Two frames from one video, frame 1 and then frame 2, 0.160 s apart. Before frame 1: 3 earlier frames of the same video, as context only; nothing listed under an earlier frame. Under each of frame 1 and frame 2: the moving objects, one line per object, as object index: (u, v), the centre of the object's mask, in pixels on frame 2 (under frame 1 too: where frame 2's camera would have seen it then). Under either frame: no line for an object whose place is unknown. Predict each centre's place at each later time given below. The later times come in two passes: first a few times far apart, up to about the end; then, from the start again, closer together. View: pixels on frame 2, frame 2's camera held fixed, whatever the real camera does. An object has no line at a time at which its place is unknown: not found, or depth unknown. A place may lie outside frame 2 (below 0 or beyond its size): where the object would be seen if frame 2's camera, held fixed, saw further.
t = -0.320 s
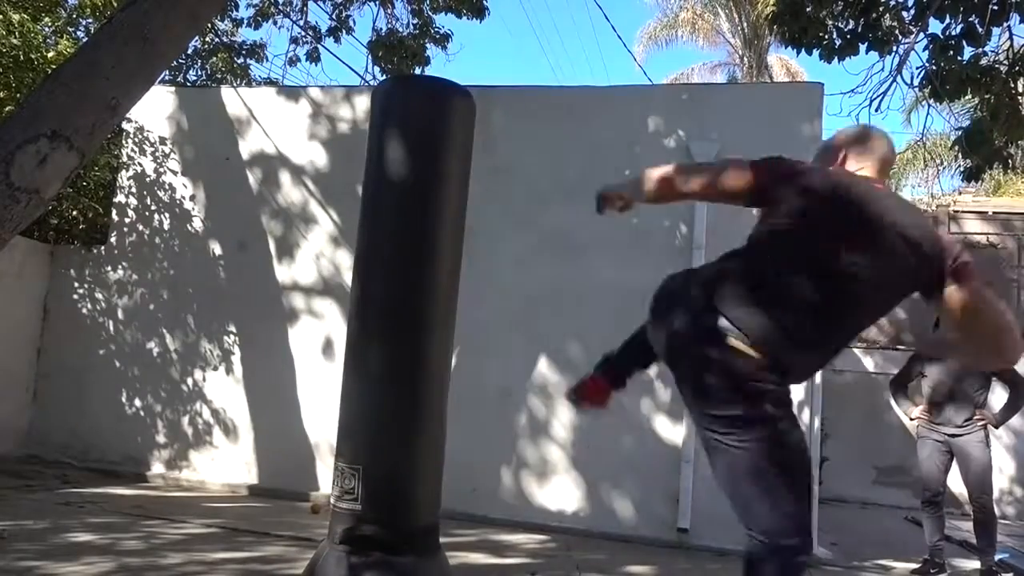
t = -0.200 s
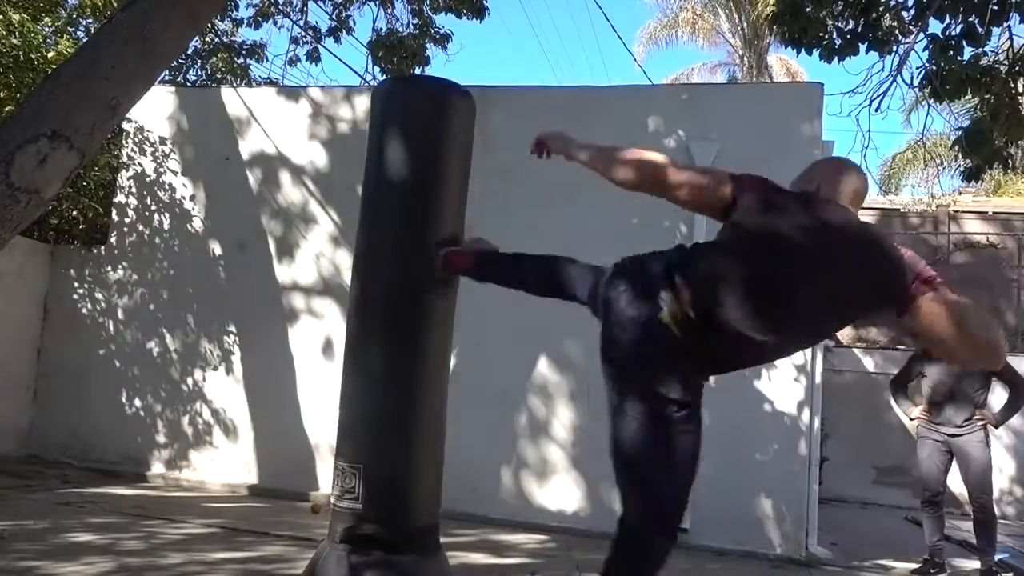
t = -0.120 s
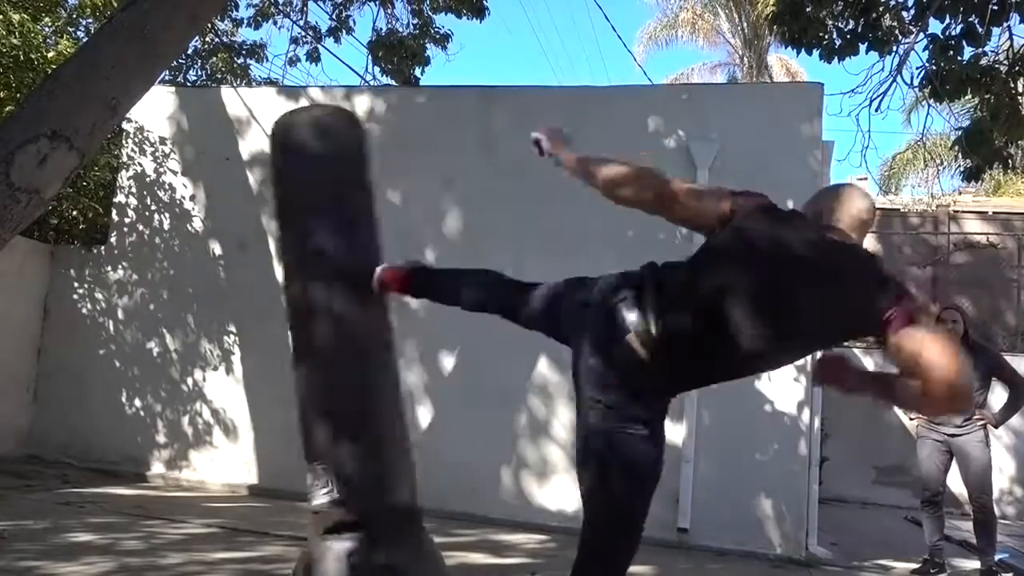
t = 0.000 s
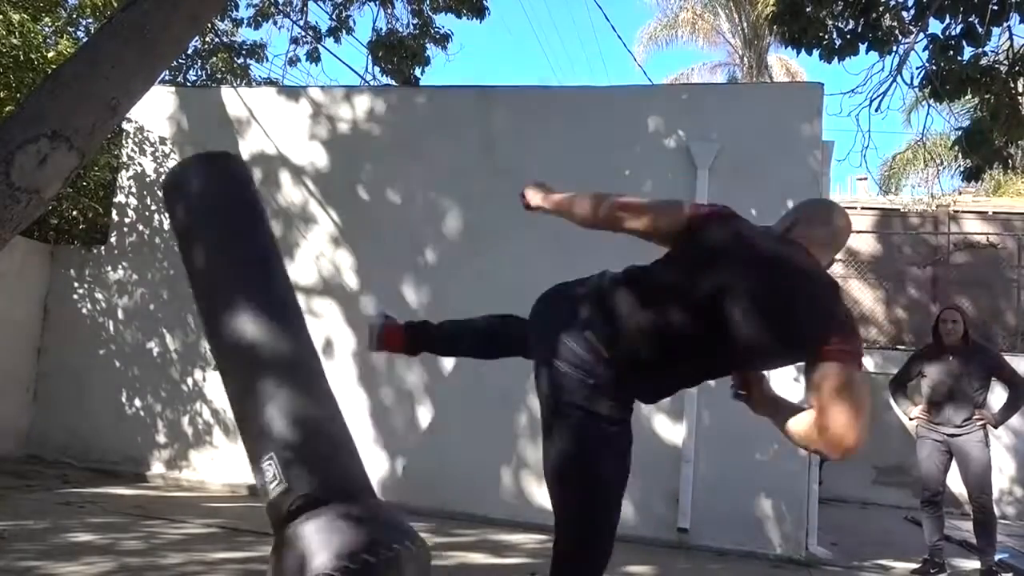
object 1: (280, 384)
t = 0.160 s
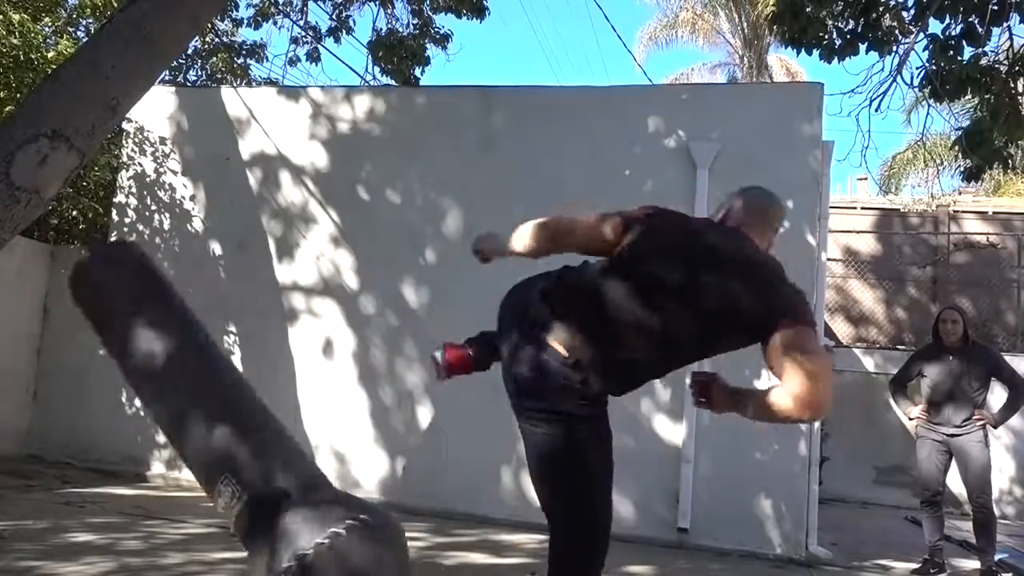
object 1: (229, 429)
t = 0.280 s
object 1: (202, 457)
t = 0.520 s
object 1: (185, 496)
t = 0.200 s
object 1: (221, 440)
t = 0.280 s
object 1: (202, 457)
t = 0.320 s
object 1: (196, 466)
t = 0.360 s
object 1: (191, 475)
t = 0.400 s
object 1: (188, 484)
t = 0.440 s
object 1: (187, 491)
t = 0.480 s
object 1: (186, 494)
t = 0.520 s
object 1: (185, 496)
